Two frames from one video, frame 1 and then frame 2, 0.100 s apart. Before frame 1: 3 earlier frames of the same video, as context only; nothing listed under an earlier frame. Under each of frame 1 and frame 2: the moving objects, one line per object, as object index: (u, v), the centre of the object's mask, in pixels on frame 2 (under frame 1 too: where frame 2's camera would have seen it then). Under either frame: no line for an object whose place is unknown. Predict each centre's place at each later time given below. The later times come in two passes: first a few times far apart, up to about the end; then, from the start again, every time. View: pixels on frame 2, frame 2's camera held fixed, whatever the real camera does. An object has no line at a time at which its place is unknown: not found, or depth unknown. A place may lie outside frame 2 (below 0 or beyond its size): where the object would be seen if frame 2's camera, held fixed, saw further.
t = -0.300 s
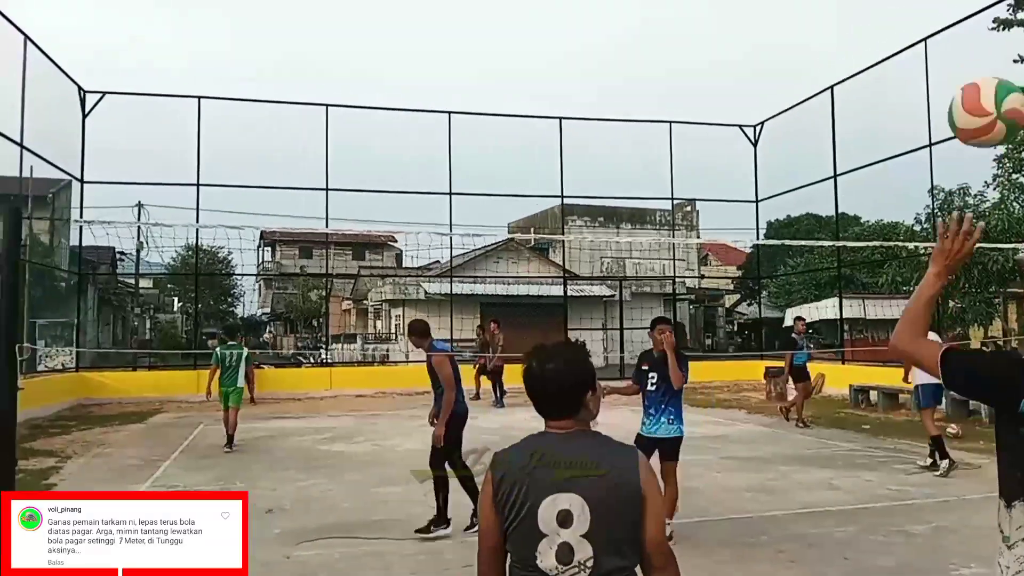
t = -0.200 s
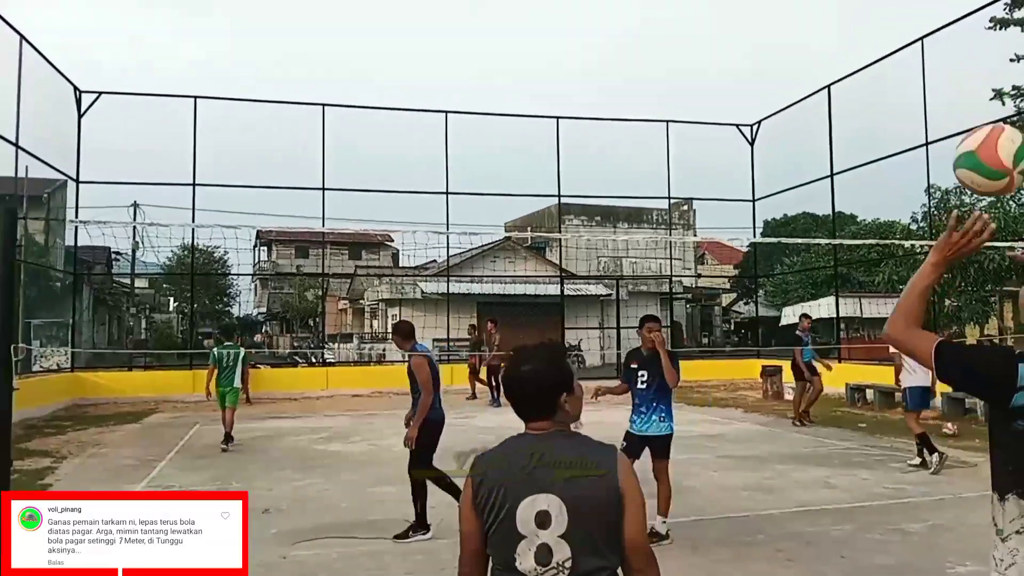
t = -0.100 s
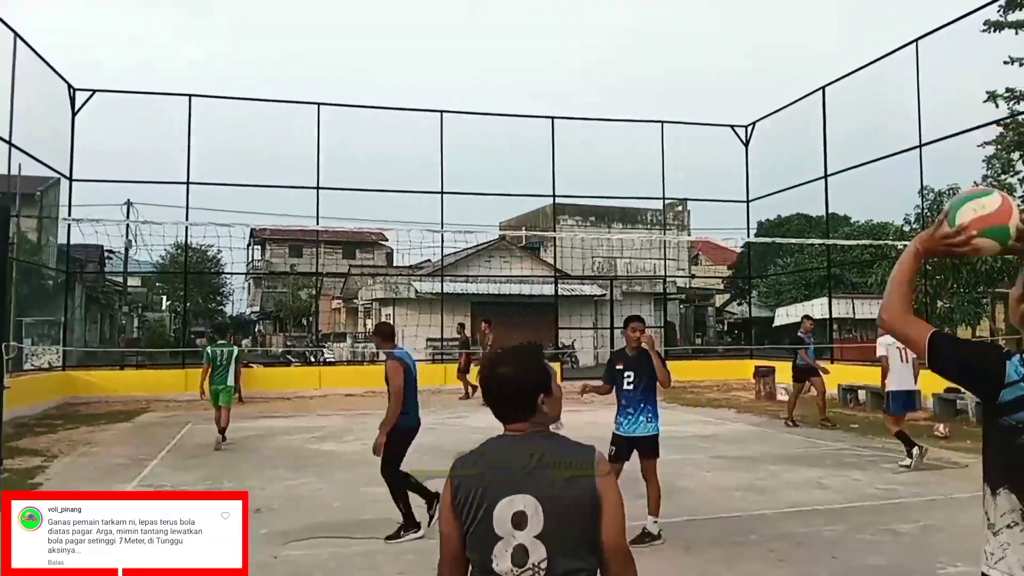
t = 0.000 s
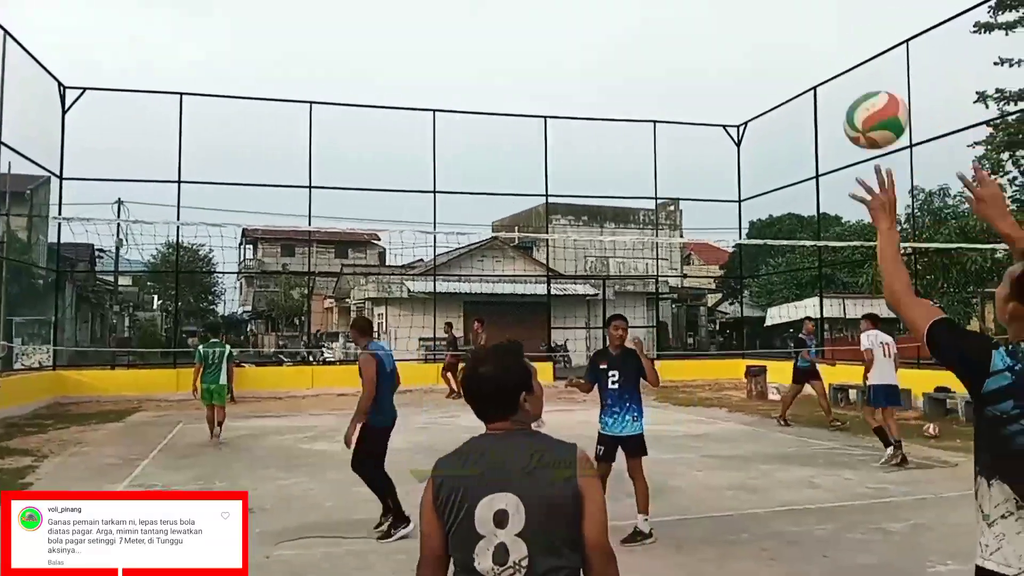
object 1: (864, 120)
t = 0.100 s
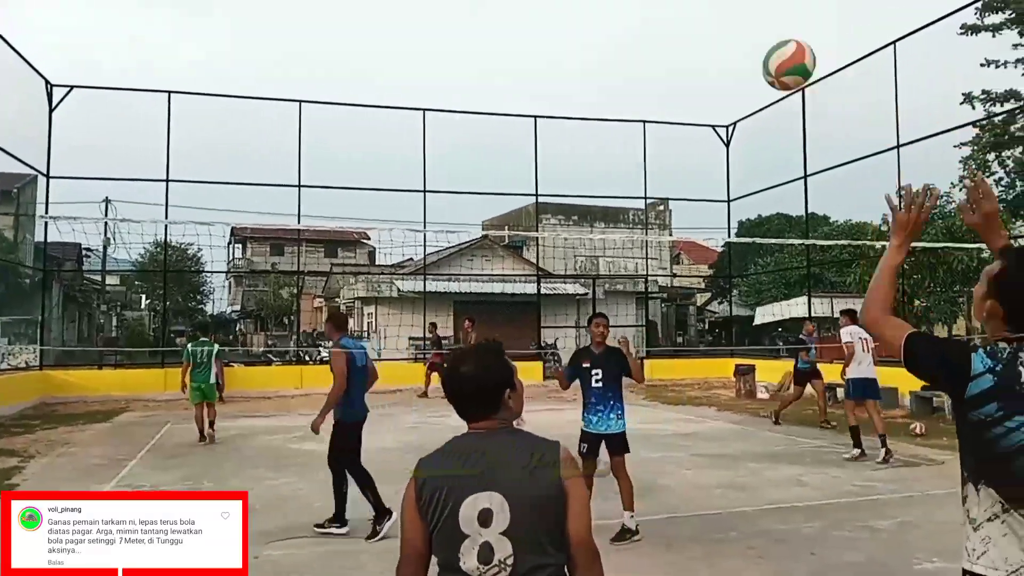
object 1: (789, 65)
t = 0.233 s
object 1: (717, 42)
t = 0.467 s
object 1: (636, 84)
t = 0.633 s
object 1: (595, 149)
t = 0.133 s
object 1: (769, 55)
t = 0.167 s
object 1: (750, 49)
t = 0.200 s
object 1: (733, 44)
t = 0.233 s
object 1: (717, 42)
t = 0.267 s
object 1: (703, 43)
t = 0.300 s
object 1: (690, 46)
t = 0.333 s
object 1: (677, 50)
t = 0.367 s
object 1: (666, 56)
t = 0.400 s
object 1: (655, 64)
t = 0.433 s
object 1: (645, 74)
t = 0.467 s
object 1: (636, 84)
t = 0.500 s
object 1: (627, 95)
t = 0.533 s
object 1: (618, 107)
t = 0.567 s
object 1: (610, 120)
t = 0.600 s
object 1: (602, 134)
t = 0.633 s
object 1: (595, 149)
